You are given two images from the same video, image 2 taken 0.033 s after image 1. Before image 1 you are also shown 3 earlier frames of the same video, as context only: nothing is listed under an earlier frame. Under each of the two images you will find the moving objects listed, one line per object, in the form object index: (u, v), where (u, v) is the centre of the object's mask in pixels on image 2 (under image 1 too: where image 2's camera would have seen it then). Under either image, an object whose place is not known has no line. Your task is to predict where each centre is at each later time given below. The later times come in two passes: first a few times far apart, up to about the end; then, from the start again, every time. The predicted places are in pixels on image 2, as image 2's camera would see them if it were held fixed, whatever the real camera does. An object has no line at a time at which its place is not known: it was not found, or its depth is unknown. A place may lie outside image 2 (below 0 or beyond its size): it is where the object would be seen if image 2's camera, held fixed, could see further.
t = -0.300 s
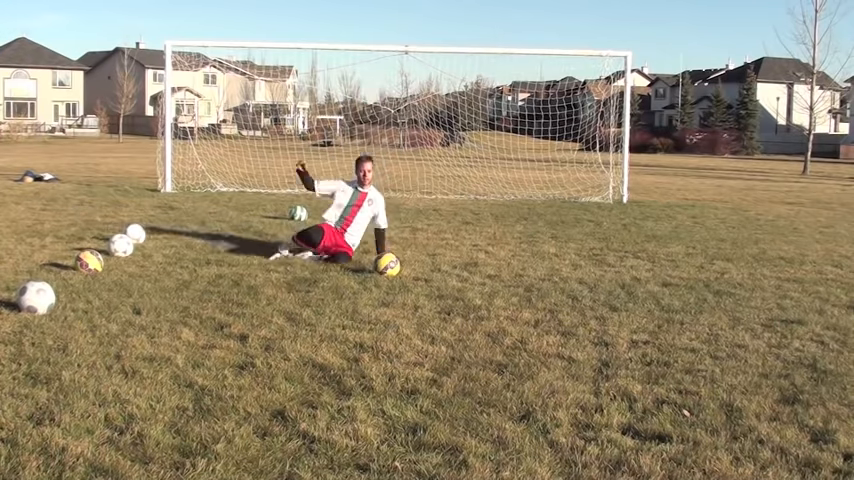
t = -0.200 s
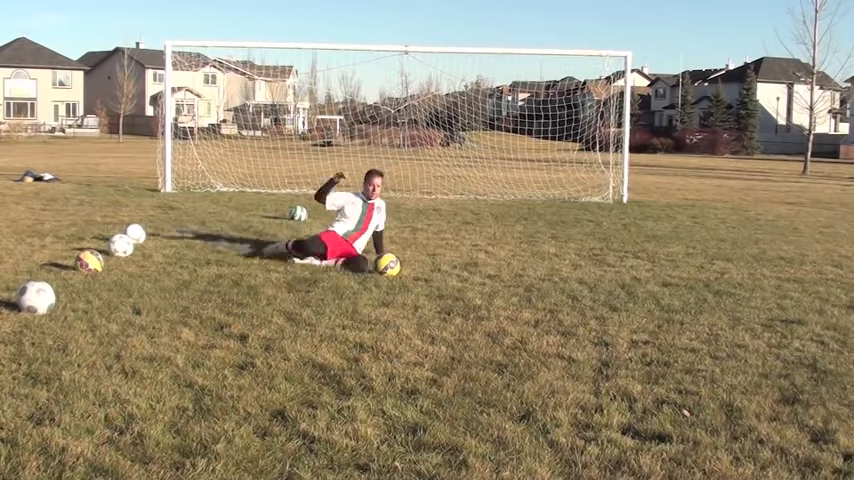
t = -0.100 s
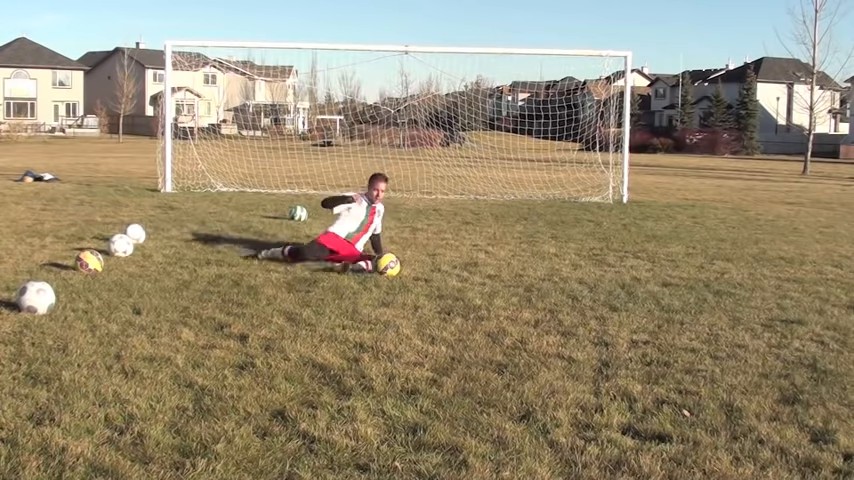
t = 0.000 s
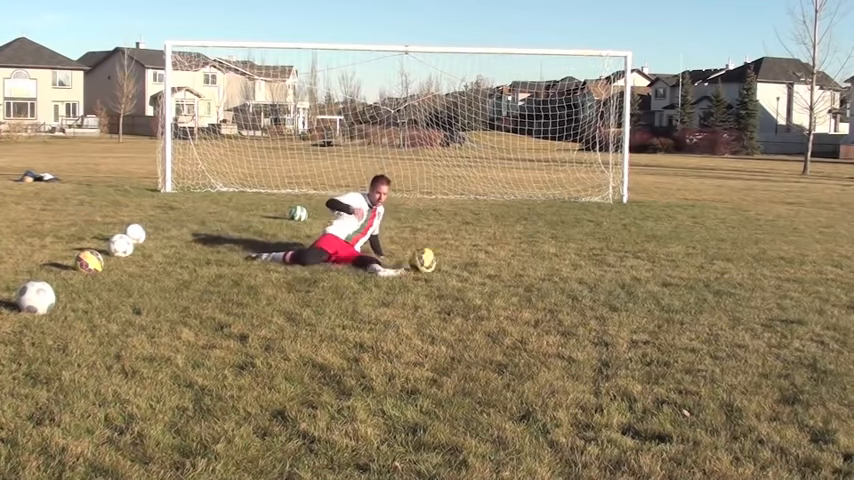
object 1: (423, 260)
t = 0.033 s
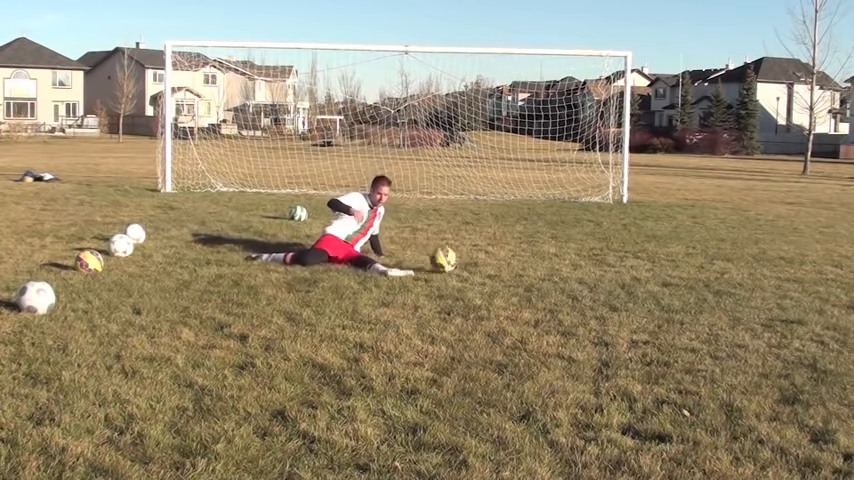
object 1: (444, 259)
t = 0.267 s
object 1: (565, 259)
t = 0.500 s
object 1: (645, 260)
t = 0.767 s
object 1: (709, 258)
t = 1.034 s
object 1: (758, 257)
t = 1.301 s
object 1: (797, 257)
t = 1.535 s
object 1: (824, 257)
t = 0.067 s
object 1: (463, 260)
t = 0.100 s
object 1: (483, 261)
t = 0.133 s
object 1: (503, 262)
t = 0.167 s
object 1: (521, 263)
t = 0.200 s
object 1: (536, 261)
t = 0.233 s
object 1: (551, 260)
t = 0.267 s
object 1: (565, 259)
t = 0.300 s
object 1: (579, 259)
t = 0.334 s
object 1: (593, 260)
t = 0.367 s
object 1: (604, 260)
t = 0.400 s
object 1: (616, 260)
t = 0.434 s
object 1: (625, 259)
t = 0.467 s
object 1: (636, 259)
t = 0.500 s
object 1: (645, 260)
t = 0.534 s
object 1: (655, 259)
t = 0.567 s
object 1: (662, 258)
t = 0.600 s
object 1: (670, 258)
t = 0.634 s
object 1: (678, 259)
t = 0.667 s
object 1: (686, 258)
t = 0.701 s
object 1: (694, 257)
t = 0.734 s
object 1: (701, 256)
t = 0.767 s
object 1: (709, 258)
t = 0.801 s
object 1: (716, 258)
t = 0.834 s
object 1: (722, 258)
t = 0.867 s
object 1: (729, 256)
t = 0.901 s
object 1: (735, 256)
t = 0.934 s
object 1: (741, 257)
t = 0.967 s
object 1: (747, 258)
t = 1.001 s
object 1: (753, 258)
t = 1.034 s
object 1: (758, 257)
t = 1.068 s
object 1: (763, 257)
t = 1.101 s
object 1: (769, 257)
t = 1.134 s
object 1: (774, 258)
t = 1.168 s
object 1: (780, 257)
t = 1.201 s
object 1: (785, 257)
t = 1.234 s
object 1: (789, 257)
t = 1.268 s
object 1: (793, 256)
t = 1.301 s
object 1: (797, 257)
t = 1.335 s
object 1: (801, 257)
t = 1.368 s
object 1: (806, 257)
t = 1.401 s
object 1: (810, 258)
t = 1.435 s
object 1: (814, 258)
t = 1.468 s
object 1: (817, 257)
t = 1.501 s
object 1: (820, 257)
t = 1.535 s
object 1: (824, 257)
